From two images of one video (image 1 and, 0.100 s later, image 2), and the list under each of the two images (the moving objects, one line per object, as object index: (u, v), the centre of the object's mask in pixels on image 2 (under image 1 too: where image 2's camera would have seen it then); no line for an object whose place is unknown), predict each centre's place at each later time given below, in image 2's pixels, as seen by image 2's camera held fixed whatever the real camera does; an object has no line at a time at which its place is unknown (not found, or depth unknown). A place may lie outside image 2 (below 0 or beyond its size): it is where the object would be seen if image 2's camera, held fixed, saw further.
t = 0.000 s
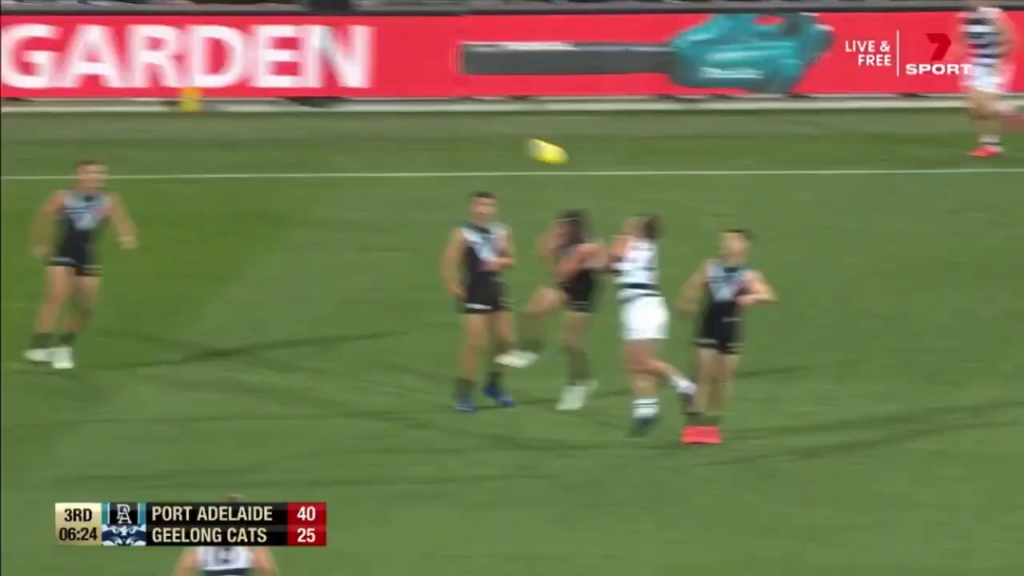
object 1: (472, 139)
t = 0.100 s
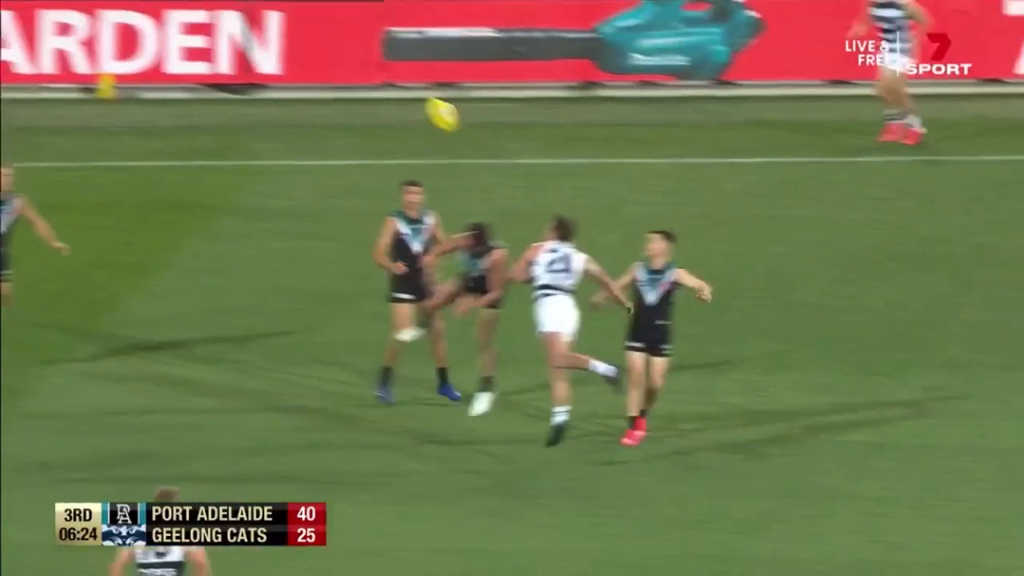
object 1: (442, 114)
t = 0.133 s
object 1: (430, 107)
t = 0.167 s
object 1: (424, 105)
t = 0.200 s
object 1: (412, 100)
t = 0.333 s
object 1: (371, 99)
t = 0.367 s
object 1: (366, 101)
